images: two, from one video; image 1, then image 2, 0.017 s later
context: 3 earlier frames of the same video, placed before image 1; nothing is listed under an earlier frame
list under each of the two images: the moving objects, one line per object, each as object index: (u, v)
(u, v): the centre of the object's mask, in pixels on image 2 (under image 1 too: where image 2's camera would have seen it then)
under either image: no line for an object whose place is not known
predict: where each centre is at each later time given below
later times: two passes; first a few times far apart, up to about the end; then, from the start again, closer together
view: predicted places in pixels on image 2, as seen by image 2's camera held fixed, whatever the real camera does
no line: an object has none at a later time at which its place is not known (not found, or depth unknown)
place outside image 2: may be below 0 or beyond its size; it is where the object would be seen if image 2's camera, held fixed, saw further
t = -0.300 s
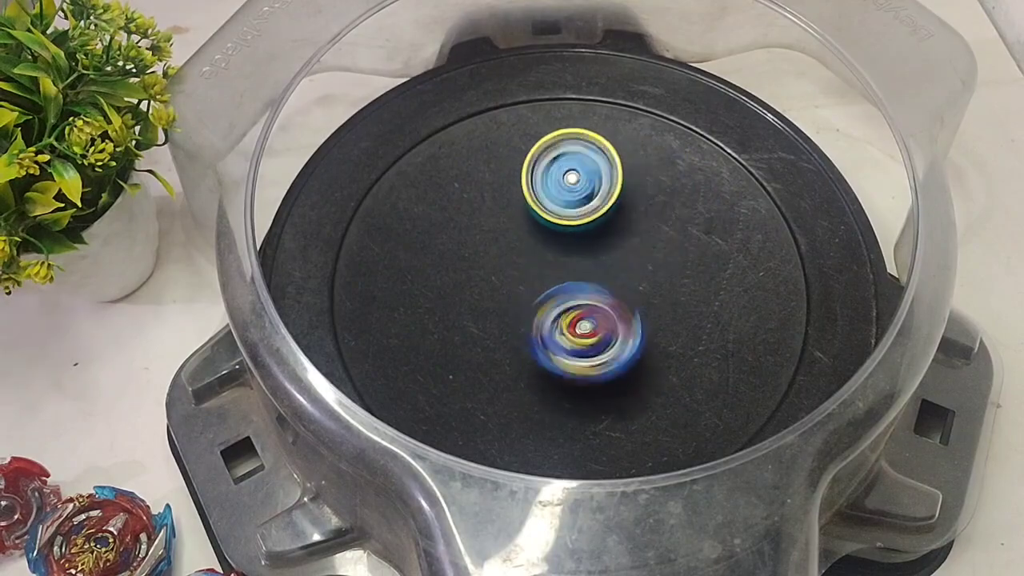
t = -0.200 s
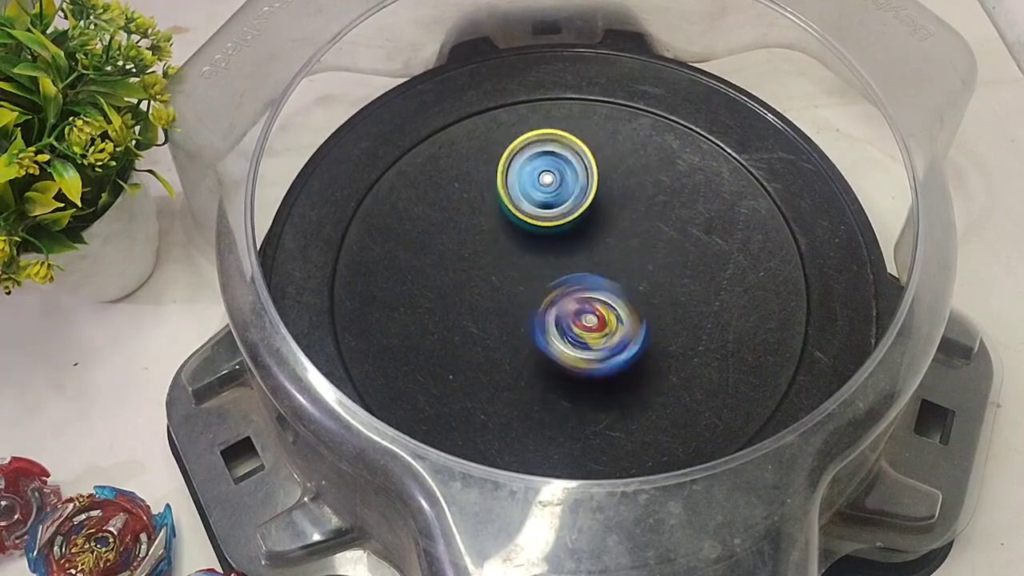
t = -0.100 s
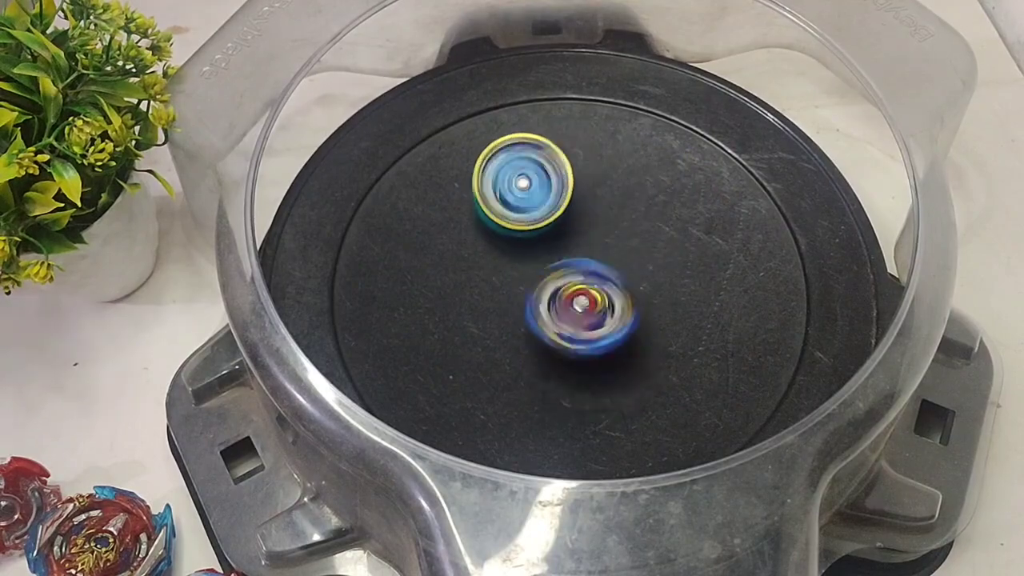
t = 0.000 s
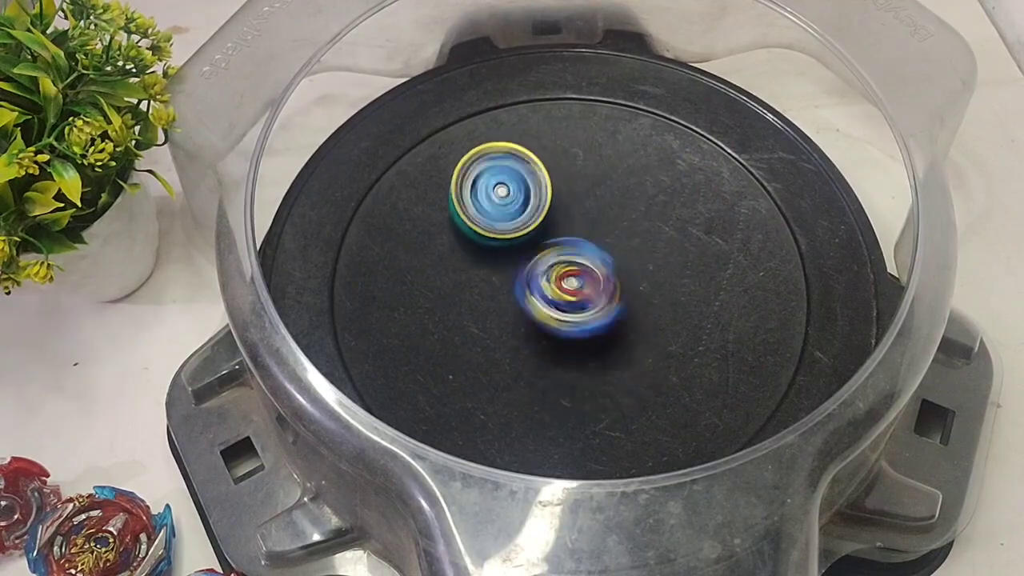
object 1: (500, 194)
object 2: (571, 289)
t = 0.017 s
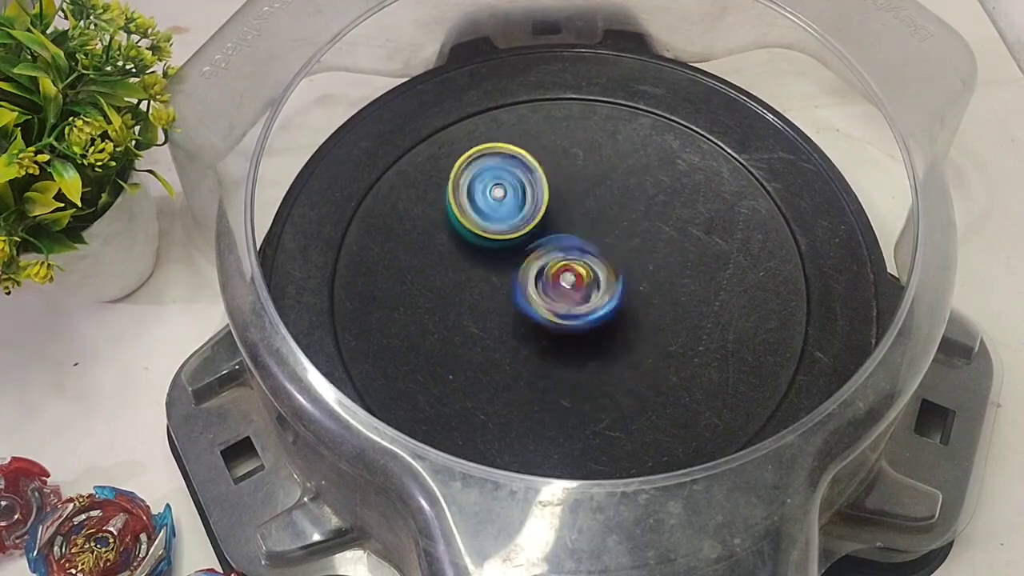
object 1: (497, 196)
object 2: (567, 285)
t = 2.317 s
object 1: (564, 282)
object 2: (530, 158)
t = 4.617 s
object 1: (493, 208)
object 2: (589, 343)
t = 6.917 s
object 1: (507, 269)
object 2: (611, 271)
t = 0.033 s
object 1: (494, 198)
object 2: (566, 280)
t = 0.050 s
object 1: (490, 199)
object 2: (564, 277)
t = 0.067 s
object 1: (488, 201)
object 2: (561, 275)
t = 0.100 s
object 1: (479, 204)
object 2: (561, 270)
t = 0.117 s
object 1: (472, 206)
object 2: (563, 268)
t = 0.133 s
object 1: (468, 207)
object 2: (565, 267)
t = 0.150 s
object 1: (463, 209)
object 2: (568, 265)
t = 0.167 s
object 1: (461, 212)
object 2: (570, 263)
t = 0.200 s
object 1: (455, 216)
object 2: (576, 259)
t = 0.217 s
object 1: (453, 219)
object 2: (578, 257)
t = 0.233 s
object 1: (450, 220)
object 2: (579, 255)
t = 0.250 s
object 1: (448, 224)
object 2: (581, 252)
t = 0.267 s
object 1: (446, 225)
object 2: (583, 251)
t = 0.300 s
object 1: (443, 231)
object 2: (584, 246)
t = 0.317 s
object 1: (442, 234)
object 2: (585, 244)
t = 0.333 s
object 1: (440, 237)
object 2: (586, 242)
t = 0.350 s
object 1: (440, 240)
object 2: (586, 239)
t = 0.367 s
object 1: (439, 244)
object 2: (586, 237)
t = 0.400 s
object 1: (439, 250)
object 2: (585, 234)
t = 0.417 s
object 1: (439, 253)
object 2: (584, 232)
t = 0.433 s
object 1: (439, 257)
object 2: (583, 231)
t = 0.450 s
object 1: (439, 260)
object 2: (583, 231)
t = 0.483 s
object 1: (441, 267)
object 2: (579, 229)
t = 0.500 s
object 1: (442, 271)
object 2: (580, 230)
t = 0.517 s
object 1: (443, 274)
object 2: (578, 230)
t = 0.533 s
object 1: (444, 278)
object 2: (575, 229)
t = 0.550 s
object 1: (446, 282)
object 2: (576, 229)
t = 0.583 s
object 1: (450, 289)
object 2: (572, 231)
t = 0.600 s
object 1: (453, 292)
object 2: (572, 231)
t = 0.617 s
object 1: (455, 296)
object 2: (570, 233)
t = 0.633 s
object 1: (457, 300)
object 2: (569, 234)
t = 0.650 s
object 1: (460, 304)
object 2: (567, 236)
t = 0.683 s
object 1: (466, 310)
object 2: (565, 240)
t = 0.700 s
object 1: (468, 313)
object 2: (563, 243)
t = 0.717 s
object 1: (472, 316)
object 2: (563, 243)
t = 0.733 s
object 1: (475, 320)
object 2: (563, 246)
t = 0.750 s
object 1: (479, 323)
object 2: (562, 248)
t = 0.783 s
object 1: (486, 329)
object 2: (562, 252)
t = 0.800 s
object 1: (489, 332)
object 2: (561, 255)
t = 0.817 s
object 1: (485, 340)
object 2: (571, 251)
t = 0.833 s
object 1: (480, 349)
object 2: (578, 249)
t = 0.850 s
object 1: (478, 356)
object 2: (584, 245)
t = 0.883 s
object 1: (481, 366)
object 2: (596, 243)
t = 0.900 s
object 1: (482, 369)
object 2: (598, 242)
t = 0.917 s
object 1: (486, 372)
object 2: (601, 240)
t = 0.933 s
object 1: (488, 375)
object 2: (605, 239)
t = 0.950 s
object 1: (492, 377)
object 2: (607, 239)
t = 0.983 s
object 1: (498, 380)
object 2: (612, 235)
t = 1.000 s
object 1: (502, 382)
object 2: (617, 233)
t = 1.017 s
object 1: (505, 383)
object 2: (622, 234)
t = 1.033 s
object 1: (509, 385)
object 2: (624, 234)
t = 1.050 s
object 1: (513, 385)
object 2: (627, 234)
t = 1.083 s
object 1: (522, 387)
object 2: (635, 234)
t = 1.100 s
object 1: (526, 388)
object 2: (638, 236)
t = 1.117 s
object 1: (530, 387)
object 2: (641, 235)
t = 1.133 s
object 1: (535, 388)
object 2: (646, 237)
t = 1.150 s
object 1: (539, 388)
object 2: (649, 239)
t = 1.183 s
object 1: (548, 387)
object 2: (651, 241)
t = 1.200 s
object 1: (553, 387)
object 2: (655, 243)
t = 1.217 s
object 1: (557, 386)
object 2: (658, 246)
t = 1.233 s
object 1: (562, 385)
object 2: (657, 248)
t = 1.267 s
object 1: (571, 382)
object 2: (660, 250)
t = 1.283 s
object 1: (575, 381)
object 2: (660, 255)
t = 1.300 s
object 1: (580, 379)
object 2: (656, 258)
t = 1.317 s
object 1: (584, 378)
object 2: (655, 259)
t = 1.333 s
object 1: (589, 375)
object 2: (656, 260)
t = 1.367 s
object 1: (597, 370)
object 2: (650, 267)
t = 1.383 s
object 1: (600, 369)
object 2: (647, 269)
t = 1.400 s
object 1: (604, 366)
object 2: (647, 270)
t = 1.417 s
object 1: (606, 373)
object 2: (648, 266)
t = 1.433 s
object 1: (604, 392)
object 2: (653, 252)
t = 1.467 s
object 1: (603, 421)
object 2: (652, 224)
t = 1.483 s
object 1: (601, 428)
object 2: (654, 215)
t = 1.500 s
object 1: (599, 434)
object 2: (652, 205)
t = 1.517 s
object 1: (598, 436)
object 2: (651, 198)
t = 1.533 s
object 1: (596, 438)
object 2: (651, 191)
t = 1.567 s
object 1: (592, 440)
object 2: (651, 184)
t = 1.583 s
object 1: (592, 439)
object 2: (649, 179)
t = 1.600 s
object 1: (590, 438)
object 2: (649, 176)
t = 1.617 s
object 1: (590, 438)
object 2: (649, 174)
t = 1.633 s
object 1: (589, 437)
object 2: (649, 173)
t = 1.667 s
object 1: (587, 434)
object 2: (647, 165)
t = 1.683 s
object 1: (586, 433)
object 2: (647, 163)
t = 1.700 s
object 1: (586, 430)
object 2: (647, 160)
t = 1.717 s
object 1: (584, 429)
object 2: (647, 157)
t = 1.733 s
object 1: (584, 427)
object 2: (648, 153)
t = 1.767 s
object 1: (583, 421)
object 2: (650, 149)
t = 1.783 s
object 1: (581, 418)
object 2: (650, 148)
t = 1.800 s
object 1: (581, 413)
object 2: (651, 146)
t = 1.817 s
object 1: (580, 408)
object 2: (651, 145)
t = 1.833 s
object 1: (578, 403)
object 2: (649, 147)
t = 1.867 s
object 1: (577, 393)
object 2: (647, 147)
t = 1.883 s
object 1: (576, 388)
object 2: (646, 150)
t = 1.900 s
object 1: (575, 383)
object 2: (642, 153)
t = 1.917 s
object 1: (574, 378)
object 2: (640, 156)
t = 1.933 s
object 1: (573, 373)
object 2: (636, 159)
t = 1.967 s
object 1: (571, 362)
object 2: (632, 163)
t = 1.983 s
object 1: (570, 357)
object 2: (629, 167)
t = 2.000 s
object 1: (569, 351)
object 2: (624, 171)
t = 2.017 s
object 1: (568, 346)
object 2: (620, 173)
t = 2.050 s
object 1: (566, 335)
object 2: (614, 180)
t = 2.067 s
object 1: (564, 329)
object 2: (611, 182)
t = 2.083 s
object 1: (563, 324)
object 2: (607, 185)
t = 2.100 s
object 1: (561, 318)
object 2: (605, 188)
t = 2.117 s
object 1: (560, 311)
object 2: (602, 189)
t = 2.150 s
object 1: (557, 298)
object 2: (595, 191)
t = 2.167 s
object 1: (555, 292)
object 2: (591, 192)
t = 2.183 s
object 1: (554, 284)
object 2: (587, 194)
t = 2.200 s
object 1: (552, 278)
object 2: (584, 194)
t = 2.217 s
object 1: (553, 277)
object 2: (577, 191)
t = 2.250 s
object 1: (559, 284)
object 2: (559, 174)
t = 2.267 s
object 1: (561, 285)
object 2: (551, 170)
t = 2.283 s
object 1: (563, 285)
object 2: (543, 166)
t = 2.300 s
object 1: (564, 285)
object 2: (536, 162)
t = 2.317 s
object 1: (564, 282)
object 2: (530, 158)
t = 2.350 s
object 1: (562, 277)
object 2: (518, 153)
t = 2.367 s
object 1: (560, 274)
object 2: (512, 152)
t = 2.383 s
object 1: (559, 272)
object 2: (508, 150)
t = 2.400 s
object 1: (557, 270)
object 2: (503, 150)
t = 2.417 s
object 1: (555, 267)
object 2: (500, 148)
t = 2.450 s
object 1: (552, 263)
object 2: (494, 145)
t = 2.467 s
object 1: (550, 260)
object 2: (490, 144)
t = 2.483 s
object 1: (548, 259)
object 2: (489, 144)
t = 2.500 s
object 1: (546, 256)
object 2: (487, 141)
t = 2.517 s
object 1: (544, 255)
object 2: (484, 140)
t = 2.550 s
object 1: (541, 251)
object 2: (480, 140)
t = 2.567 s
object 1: (538, 249)
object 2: (478, 138)
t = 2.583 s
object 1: (537, 247)
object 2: (476, 139)
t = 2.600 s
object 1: (535, 245)
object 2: (475, 137)
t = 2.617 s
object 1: (532, 244)
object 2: (475, 137)
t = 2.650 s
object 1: (529, 241)
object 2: (473, 136)
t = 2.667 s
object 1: (527, 240)
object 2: (474, 135)
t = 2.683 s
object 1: (526, 239)
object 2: (474, 135)
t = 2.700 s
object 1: (524, 237)
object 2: (476, 136)
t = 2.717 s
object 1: (523, 237)
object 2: (478, 138)
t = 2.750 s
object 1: (521, 237)
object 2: (483, 141)
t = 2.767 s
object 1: (528, 247)
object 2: (481, 134)
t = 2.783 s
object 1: (533, 257)
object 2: (481, 129)
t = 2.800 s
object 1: (538, 266)
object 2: (480, 126)
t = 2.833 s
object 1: (547, 279)
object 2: (479, 122)
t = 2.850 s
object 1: (550, 284)
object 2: (479, 120)
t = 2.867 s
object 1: (553, 288)
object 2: (479, 118)
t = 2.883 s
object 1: (554, 290)
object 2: (480, 119)
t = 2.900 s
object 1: (553, 293)
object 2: (482, 119)
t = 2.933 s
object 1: (554, 298)
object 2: (485, 122)
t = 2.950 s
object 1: (554, 300)
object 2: (488, 123)
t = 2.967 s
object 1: (554, 303)
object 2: (490, 127)
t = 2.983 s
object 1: (556, 305)
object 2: (494, 130)
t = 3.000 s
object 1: (556, 307)
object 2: (497, 133)
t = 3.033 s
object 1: (558, 311)
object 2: (502, 143)
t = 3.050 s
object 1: (558, 313)
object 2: (506, 146)
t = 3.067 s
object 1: (560, 316)
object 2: (508, 152)
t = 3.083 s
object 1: (561, 317)
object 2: (509, 156)
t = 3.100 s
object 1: (562, 319)
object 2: (509, 160)
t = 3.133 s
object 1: (565, 322)
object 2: (512, 170)
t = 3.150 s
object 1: (565, 323)
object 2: (512, 174)
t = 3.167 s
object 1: (568, 325)
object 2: (512, 178)
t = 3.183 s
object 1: (569, 326)
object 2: (514, 182)
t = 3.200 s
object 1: (570, 327)
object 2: (514, 186)
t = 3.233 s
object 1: (574, 328)
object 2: (514, 195)
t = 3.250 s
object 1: (575, 329)
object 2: (515, 202)
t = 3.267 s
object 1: (577, 330)
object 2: (515, 208)
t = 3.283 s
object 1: (579, 329)
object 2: (516, 213)
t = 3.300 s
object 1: (580, 330)
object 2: (516, 220)
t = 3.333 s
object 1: (584, 330)
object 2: (516, 235)
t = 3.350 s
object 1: (585, 330)
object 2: (516, 242)
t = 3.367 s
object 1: (587, 329)
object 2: (517, 248)
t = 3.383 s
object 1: (589, 329)
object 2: (517, 256)
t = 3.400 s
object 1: (592, 330)
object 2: (515, 262)
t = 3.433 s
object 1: (618, 338)
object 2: (493, 255)
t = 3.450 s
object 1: (628, 342)
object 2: (483, 258)
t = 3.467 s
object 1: (635, 343)
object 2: (474, 260)
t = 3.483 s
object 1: (642, 343)
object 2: (467, 258)
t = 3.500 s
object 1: (646, 342)
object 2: (461, 258)
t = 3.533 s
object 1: (650, 340)
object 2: (448, 260)
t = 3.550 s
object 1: (651, 339)
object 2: (443, 260)
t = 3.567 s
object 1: (652, 338)
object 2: (437, 260)
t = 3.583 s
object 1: (654, 337)
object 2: (435, 261)
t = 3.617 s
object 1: (656, 334)
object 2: (433, 261)
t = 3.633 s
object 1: (657, 332)
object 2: (431, 261)
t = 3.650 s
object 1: (658, 331)
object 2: (431, 263)
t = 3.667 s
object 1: (658, 328)
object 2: (430, 261)
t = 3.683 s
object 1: (658, 327)
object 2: (429, 262)
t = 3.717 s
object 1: (657, 323)
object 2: (428, 261)
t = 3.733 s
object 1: (657, 320)
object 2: (429, 262)
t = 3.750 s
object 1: (656, 318)
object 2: (431, 261)
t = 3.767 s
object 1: (655, 315)
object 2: (431, 260)
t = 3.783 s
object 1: (652, 313)
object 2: (430, 260)
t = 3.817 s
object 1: (648, 307)
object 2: (435, 256)
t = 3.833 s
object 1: (645, 303)
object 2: (436, 257)
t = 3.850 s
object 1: (642, 300)
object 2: (438, 257)
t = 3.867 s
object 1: (637, 296)
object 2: (439, 255)
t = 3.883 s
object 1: (633, 291)
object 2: (443, 254)
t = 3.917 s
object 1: (623, 281)
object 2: (450, 256)
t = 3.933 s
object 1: (617, 277)
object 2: (454, 258)
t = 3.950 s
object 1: (612, 270)
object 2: (457, 258)
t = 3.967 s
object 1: (606, 265)
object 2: (460, 260)
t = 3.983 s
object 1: (599, 258)
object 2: (465, 263)
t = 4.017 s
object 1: (587, 247)
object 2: (470, 266)
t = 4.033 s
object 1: (581, 241)
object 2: (476, 268)
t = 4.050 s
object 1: (576, 237)
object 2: (480, 271)
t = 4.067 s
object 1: (570, 231)
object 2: (481, 274)
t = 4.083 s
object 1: (565, 222)
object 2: (485, 277)
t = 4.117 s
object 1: (551, 209)
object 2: (493, 288)
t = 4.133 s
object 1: (545, 204)
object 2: (496, 292)
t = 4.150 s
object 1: (539, 198)
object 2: (501, 294)
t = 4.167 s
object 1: (534, 196)
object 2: (505, 299)
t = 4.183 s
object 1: (527, 191)
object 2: (509, 302)
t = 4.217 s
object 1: (519, 184)
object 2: (520, 309)
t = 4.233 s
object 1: (513, 181)
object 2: (525, 312)
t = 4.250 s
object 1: (509, 180)
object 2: (530, 317)
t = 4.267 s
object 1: (506, 178)
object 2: (535, 319)
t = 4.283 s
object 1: (503, 178)
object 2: (541, 322)
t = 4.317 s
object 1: (498, 177)
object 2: (552, 328)
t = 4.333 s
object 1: (497, 178)
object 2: (558, 330)
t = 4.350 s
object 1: (496, 179)
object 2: (563, 332)
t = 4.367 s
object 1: (495, 179)
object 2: (568, 334)
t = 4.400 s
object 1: (494, 182)
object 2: (575, 338)
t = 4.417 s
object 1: (493, 182)
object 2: (578, 341)
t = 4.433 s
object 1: (492, 183)
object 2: (580, 342)
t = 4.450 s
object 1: (491, 183)
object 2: (581, 344)
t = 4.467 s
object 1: (490, 185)
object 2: (581, 344)
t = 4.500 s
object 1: (490, 188)
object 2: (583, 345)
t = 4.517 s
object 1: (490, 190)
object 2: (581, 346)
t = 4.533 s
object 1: (490, 192)
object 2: (581, 346)
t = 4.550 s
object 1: (490, 194)
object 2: (583, 346)
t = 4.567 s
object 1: (490, 196)
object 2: (584, 346)
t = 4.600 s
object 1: (492, 203)
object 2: (587, 344)
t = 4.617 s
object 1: (493, 208)
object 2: (589, 343)
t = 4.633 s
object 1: (494, 213)
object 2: (591, 342)
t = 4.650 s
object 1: (497, 218)
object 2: (592, 340)
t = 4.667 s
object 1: (500, 225)
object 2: (593, 339)
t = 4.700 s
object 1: (505, 238)
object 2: (593, 337)
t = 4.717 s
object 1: (509, 245)
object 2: (593, 336)
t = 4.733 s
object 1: (513, 252)
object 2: (594, 334)
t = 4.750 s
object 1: (516, 259)
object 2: (592, 331)
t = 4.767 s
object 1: (516, 262)
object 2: (598, 333)
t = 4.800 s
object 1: (513, 260)
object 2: (609, 344)
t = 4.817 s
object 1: (513, 260)
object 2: (611, 344)
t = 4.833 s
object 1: (513, 261)
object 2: (614, 345)
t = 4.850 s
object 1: (513, 261)
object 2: (616, 345)
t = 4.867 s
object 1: (514, 262)
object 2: (617, 344)
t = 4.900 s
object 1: (519, 264)
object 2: (619, 343)
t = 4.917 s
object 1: (521, 264)
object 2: (619, 341)
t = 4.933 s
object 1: (523, 264)
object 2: (622, 339)
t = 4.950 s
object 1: (524, 264)
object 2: (623, 338)
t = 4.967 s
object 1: (526, 265)
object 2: (623, 339)
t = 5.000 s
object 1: (530, 265)
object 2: (625, 335)
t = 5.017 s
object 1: (532, 265)
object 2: (628, 333)
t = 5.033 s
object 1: (534, 265)
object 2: (629, 330)
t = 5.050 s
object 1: (536, 264)
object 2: (630, 327)
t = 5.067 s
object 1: (538, 264)
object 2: (629, 324)
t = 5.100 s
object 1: (540, 262)
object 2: (627, 316)
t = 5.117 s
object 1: (539, 261)
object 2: (630, 313)
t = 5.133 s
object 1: (530, 257)
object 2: (640, 312)
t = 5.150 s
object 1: (520, 255)
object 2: (646, 311)
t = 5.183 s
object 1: (508, 246)
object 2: (657, 309)
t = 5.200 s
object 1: (503, 244)
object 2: (660, 307)
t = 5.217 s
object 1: (501, 241)
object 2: (664, 304)
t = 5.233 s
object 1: (502, 238)
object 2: (667, 302)
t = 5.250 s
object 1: (503, 234)
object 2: (669, 301)
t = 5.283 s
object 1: (503, 229)
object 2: (670, 297)
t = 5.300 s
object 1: (502, 228)
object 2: (670, 295)
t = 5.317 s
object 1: (500, 227)
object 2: (669, 295)
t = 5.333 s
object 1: (500, 227)
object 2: (666, 296)
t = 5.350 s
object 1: (500, 225)
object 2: (662, 296)
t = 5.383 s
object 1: (503, 223)
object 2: (654, 293)
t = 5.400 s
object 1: (503, 221)
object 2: (651, 292)
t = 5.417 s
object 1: (503, 220)
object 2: (650, 292)
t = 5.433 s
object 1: (503, 219)
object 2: (647, 293)
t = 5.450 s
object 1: (502, 218)
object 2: (644, 293)
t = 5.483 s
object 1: (502, 217)
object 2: (641, 294)
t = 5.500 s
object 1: (503, 217)
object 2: (640, 294)
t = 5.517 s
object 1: (503, 217)
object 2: (635, 294)
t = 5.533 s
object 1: (504, 216)
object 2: (633, 294)
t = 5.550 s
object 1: (504, 216)
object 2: (628, 293)
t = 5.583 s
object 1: (505, 217)
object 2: (620, 292)
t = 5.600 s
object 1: (506, 217)
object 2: (616, 291)
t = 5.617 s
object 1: (506, 217)
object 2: (611, 290)
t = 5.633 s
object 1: (507, 217)
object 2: (606, 289)
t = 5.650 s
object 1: (508, 218)
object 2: (603, 287)
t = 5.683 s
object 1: (507, 217)
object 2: (597, 285)
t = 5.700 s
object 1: (501, 214)
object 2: (602, 288)
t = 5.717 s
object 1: (496, 212)
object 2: (606, 290)
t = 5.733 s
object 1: (492, 211)
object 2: (609, 292)
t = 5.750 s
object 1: (489, 211)
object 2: (610, 294)
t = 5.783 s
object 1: (489, 215)
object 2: (608, 297)
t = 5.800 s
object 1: (492, 216)
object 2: (606, 298)
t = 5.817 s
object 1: (496, 218)
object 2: (605, 297)
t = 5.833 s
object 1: (500, 219)
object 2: (603, 296)
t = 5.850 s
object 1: (504, 218)
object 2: (601, 295)
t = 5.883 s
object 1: (508, 216)
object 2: (596, 293)
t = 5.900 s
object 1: (509, 216)
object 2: (594, 292)
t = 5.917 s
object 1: (509, 218)
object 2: (593, 290)
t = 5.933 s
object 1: (511, 220)
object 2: (592, 288)
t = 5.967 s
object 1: (503, 221)
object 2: (604, 284)
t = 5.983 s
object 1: (497, 221)
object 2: (611, 283)
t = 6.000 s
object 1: (493, 221)
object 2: (616, 281)
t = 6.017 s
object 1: (489, 221)
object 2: (621, 279)
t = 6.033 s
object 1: (488, 223)
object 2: (623, 277)
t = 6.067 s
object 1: (488, 226)
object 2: (625, 275)
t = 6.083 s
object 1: (492, 227)
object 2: (624, 275)
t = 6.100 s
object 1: (497, 230)
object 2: (622, 274)
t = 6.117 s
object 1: (501, 231)
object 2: (621, 273)
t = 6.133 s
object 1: (505, 231)
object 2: (619, 273)
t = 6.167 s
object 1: (509, 228)
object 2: (615, 273)
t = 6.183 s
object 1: (510, 228)
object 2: (612, 273)
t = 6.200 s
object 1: (511, 228)
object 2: (609, 272)
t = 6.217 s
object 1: (511, 228)
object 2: (605, 272)
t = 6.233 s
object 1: (511, 229)
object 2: (603, 272)
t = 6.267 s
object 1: (508, 229)
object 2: (603, 272)
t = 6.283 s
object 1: (508, 230)
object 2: (604, 272)
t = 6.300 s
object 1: (508, 230)
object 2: (604, 271)
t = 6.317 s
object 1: (508, 231)
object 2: (605, 271)
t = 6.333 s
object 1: (511, 232)
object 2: (605, 271)
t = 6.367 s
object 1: (512, 233)
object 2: (605, 272)
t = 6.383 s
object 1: (511, 233)
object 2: (606, 272)
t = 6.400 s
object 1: (508, 233)
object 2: (607, 272)
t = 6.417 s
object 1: (504, 233)
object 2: (609, 272)
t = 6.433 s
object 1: (502, 235)
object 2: (609, 272)
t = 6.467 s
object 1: (500, 236)
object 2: (610, 272)
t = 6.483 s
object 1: (501, 236)
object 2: (609, 272)
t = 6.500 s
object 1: (503, 237)
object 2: (608, 272)
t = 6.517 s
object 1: (505, 238)
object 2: (606, 272)
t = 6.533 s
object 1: (507, 238)
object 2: (605, 271)
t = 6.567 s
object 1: (510, 237)
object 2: (605, 271)
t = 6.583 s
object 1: (508, 237)
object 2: (607, 271)
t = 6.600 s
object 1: (507, 237)
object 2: (609, 271)
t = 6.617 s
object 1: (507, 237)
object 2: (610, 271)
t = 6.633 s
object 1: (507, 237)
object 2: (612, 271)
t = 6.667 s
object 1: (511, 239)
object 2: (613, 272)
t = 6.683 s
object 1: (512, 240)
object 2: (613, 272)
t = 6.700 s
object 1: (513, 241)
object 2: (613, 272)
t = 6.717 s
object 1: (513, 243)
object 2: (612, 271)
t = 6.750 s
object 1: (514, 246)
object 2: (610, 271)
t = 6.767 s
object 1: (514, 249)
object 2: (608, 271)
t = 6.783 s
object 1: (514, 251)
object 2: (608, 270)
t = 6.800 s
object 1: (514, 255)
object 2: (608, 270)
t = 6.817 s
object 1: (513, 258)
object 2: (608, 270)
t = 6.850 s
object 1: (511, 262)
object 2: (610, 271)
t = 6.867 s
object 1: (510, 264)
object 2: (610, 271)
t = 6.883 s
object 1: (509, 266)
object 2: (611, 271)
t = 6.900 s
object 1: (508, 268)
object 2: (611, 271)
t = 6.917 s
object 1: (507, 269)
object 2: (611, 271)
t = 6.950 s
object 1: (505, 270)
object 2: (610, 271)
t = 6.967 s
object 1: (504, 270)
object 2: (610, 270)
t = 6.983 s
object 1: (503, 270)
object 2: (609, 270)
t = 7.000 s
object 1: (503, 270)
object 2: (609, 270)
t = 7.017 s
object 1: (503, 270)
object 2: (608, 270)
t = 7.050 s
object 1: (503, 270)
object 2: (608, 270)
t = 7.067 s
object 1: (504, 270)
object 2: (608, 270)
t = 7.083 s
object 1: (504, 270)
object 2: (608, 270)
